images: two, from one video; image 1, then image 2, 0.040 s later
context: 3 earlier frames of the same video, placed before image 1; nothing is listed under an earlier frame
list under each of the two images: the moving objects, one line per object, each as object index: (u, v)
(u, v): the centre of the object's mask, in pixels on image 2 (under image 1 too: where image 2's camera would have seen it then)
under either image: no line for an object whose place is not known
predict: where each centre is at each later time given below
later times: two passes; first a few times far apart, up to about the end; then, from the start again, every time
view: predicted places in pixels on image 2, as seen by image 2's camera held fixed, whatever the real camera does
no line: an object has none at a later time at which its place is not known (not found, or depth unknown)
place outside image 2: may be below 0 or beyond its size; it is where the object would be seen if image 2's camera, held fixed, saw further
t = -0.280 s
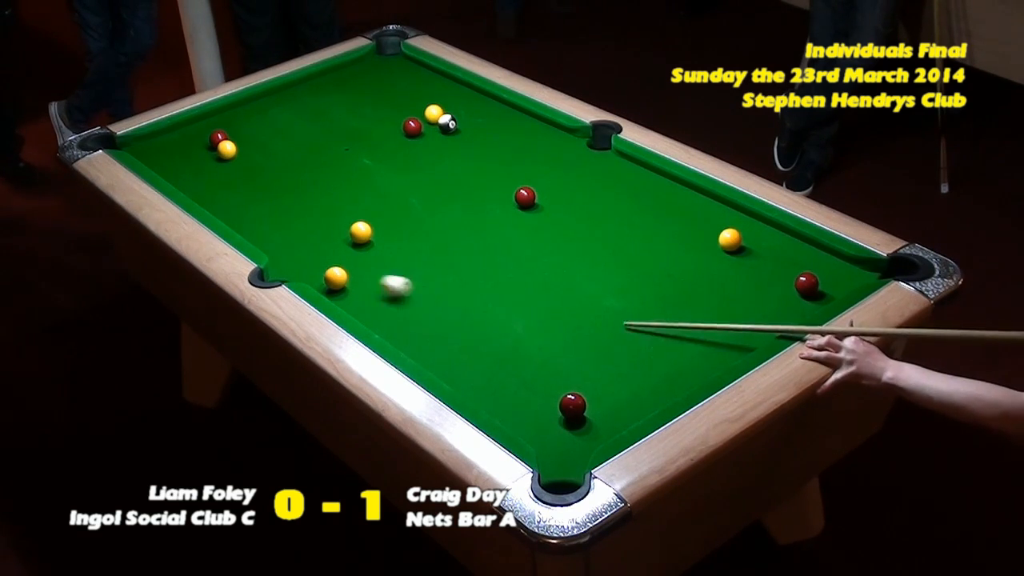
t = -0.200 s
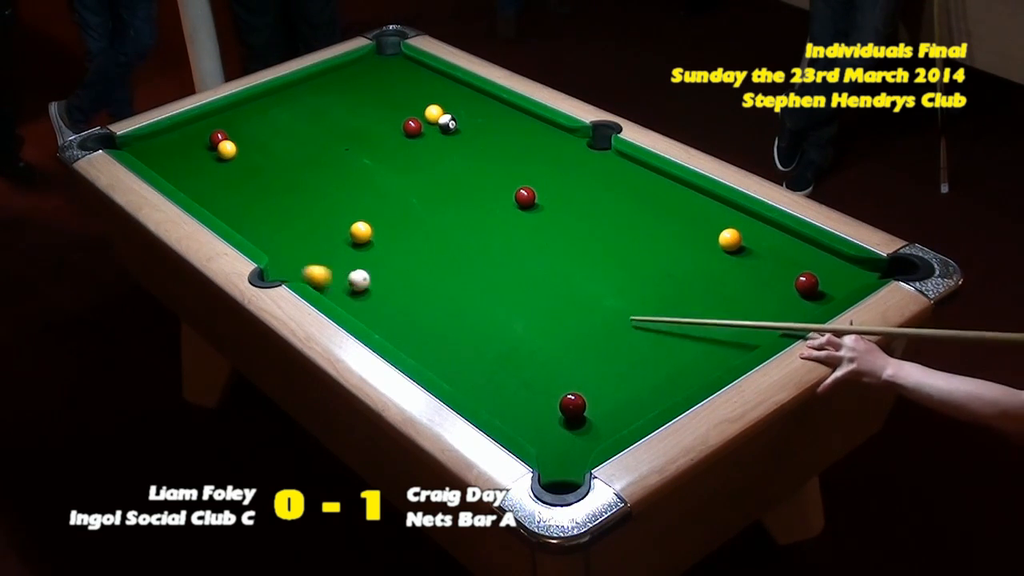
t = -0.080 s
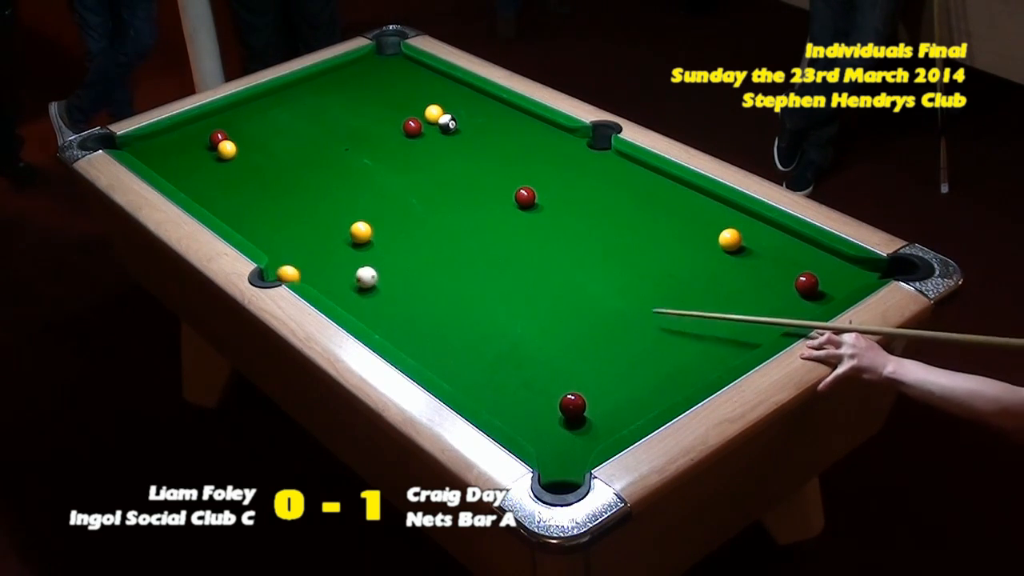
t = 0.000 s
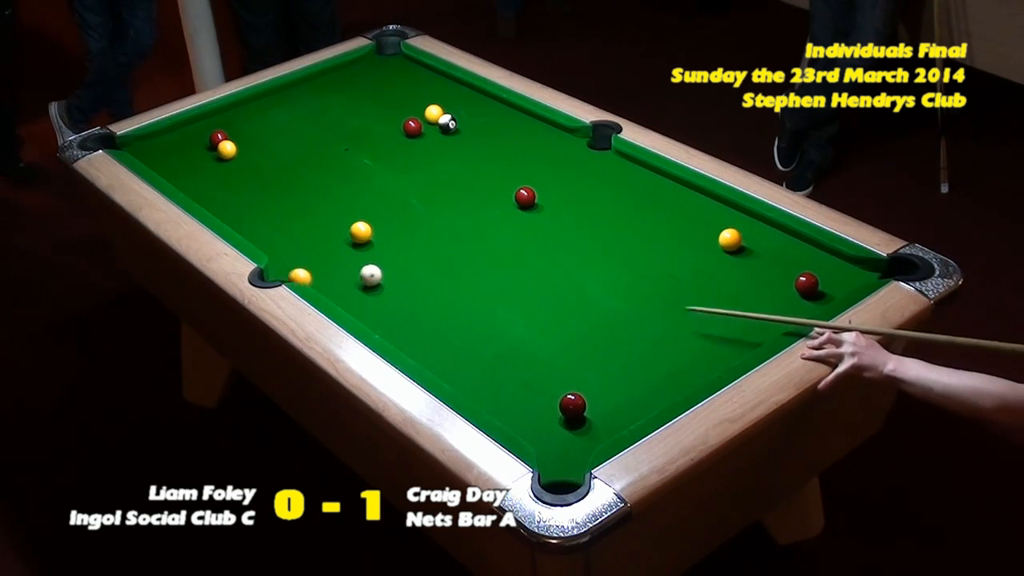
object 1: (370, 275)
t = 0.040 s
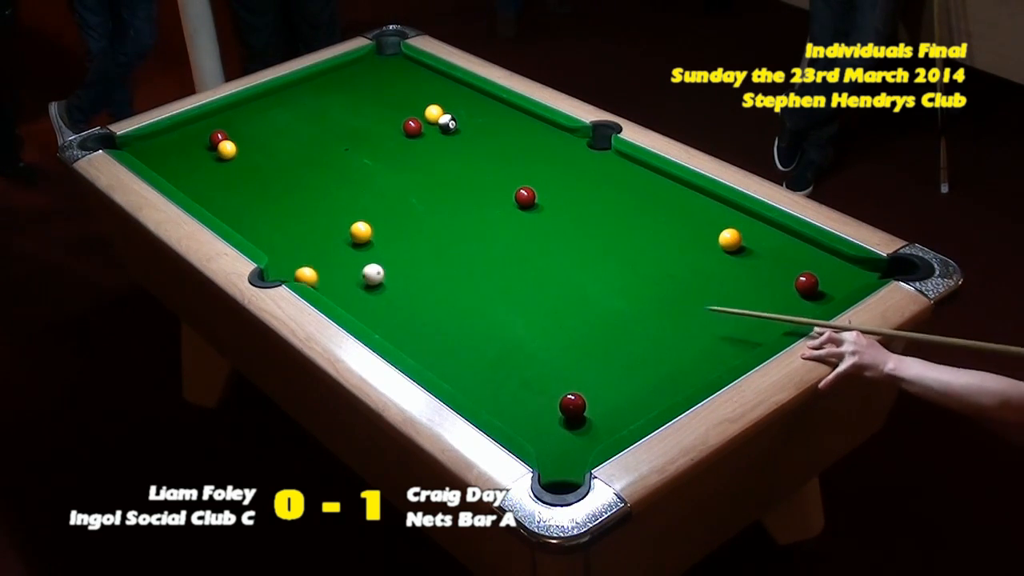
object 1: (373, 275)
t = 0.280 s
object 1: (385, 269)
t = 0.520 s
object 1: (395, 266)
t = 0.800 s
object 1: (420, 261)
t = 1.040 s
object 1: (440, 258)
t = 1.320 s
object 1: (459, 255)
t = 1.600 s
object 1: (474, 252)
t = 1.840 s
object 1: (484, 250)
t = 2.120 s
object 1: (494, 248)
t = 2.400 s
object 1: (501, 246)
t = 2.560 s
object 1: (503, 245)
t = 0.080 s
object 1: (375, 274)
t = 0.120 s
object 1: (377, 273)
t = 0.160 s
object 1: (379, 272)
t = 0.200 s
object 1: (381, 271)
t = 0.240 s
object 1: (383, 270)
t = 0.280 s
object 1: (385, 269)
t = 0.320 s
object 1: (387, 269)
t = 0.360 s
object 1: (389, 268)
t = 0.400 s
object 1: (390, 267)
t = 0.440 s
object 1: (392, 267)
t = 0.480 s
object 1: (394, 266)
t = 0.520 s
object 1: (395, 266)
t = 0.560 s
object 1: (398, 265)
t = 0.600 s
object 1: (402, 264)
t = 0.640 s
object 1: (406, 264)
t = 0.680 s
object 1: (410, 263)
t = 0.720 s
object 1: (413, 262)
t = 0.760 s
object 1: (417, 262)
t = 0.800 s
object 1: (420, 261)
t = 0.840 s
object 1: (423, 261)
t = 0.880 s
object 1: (427, 260)
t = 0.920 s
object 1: (430, 260)
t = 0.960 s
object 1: (433, 259)
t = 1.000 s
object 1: (436, 259)
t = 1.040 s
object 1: (440, 258)
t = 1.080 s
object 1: (442, 258)
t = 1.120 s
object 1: (445, 257)
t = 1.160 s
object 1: (448, 257)
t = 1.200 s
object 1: (451, 256)
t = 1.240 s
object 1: (454, 256)
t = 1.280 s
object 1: (456, 255)
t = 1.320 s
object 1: (459, 255)
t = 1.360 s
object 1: (461, 255)
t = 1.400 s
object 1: (463, 254)
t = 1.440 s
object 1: (465, 254)
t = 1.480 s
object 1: (468, 253)
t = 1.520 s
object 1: (470, 253)
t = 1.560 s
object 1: (472, 253)
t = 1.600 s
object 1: (474, 252)
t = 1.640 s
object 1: (476, 252)
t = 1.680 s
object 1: (478, 251)
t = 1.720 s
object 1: (480, 251)
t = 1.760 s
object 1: (481, 250)
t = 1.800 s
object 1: (483, 250)
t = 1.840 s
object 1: (484, 250)
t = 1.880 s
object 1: (486, 249)
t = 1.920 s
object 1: (487, 249)
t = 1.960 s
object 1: (489, 249)
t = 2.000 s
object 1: (490, 248)
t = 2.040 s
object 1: (492, 248)
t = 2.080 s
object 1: (493, 248)
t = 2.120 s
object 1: (494, 248)
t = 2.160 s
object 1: (495, 247)
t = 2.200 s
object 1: (496, 247)
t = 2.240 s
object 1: (497, 247)
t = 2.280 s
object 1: (498, 246)
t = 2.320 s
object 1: (499, 246)
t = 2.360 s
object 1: (500, 246)
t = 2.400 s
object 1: (501, 246)
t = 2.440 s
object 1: (501, 246)
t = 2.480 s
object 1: (502, 246)
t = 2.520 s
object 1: (502, 246)
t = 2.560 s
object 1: (503, 245)
